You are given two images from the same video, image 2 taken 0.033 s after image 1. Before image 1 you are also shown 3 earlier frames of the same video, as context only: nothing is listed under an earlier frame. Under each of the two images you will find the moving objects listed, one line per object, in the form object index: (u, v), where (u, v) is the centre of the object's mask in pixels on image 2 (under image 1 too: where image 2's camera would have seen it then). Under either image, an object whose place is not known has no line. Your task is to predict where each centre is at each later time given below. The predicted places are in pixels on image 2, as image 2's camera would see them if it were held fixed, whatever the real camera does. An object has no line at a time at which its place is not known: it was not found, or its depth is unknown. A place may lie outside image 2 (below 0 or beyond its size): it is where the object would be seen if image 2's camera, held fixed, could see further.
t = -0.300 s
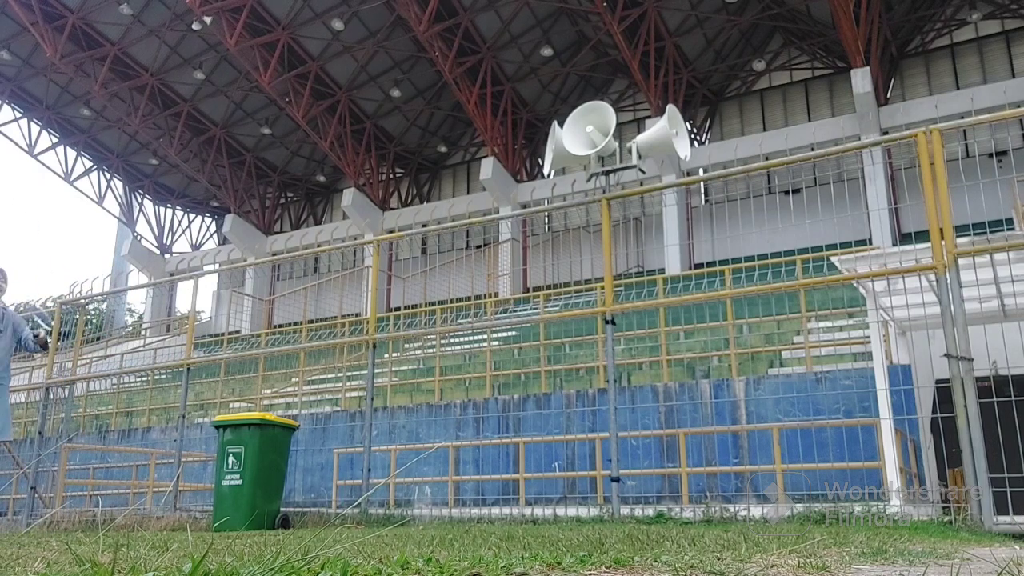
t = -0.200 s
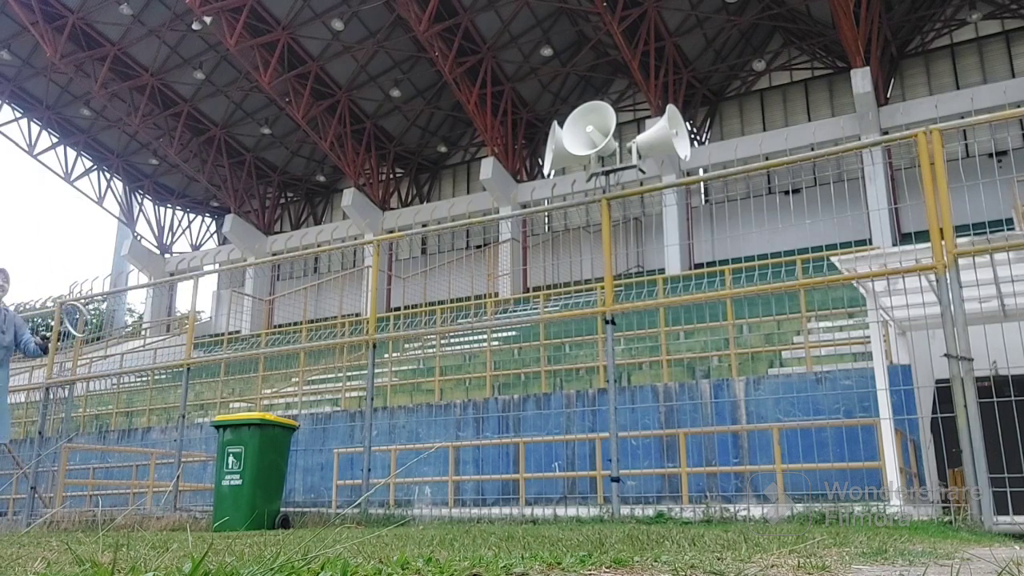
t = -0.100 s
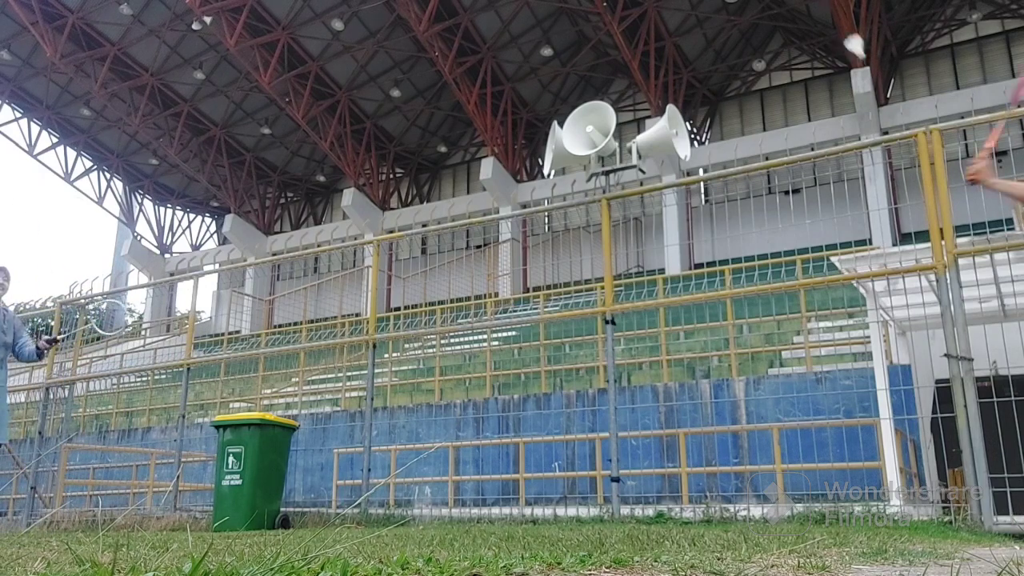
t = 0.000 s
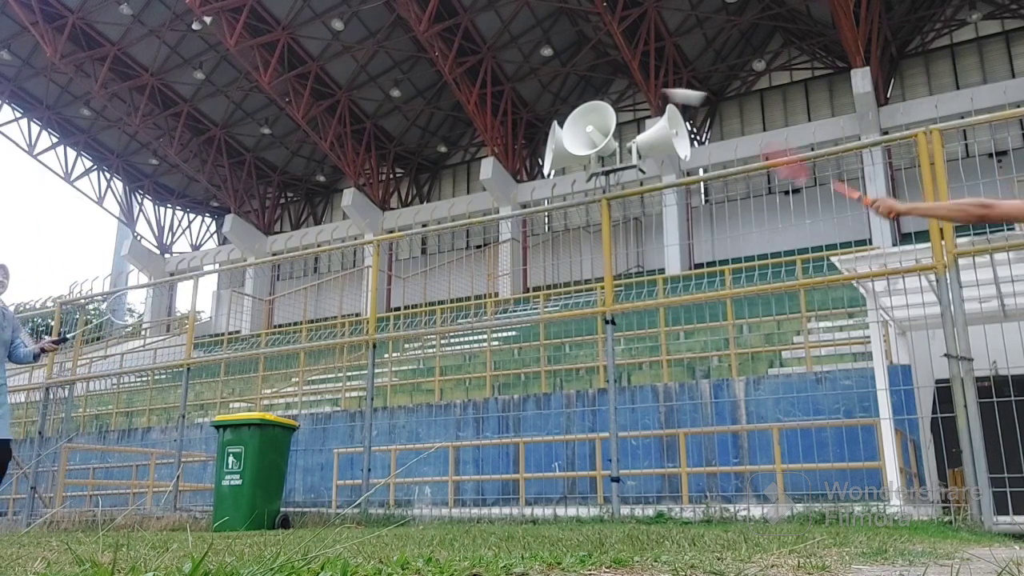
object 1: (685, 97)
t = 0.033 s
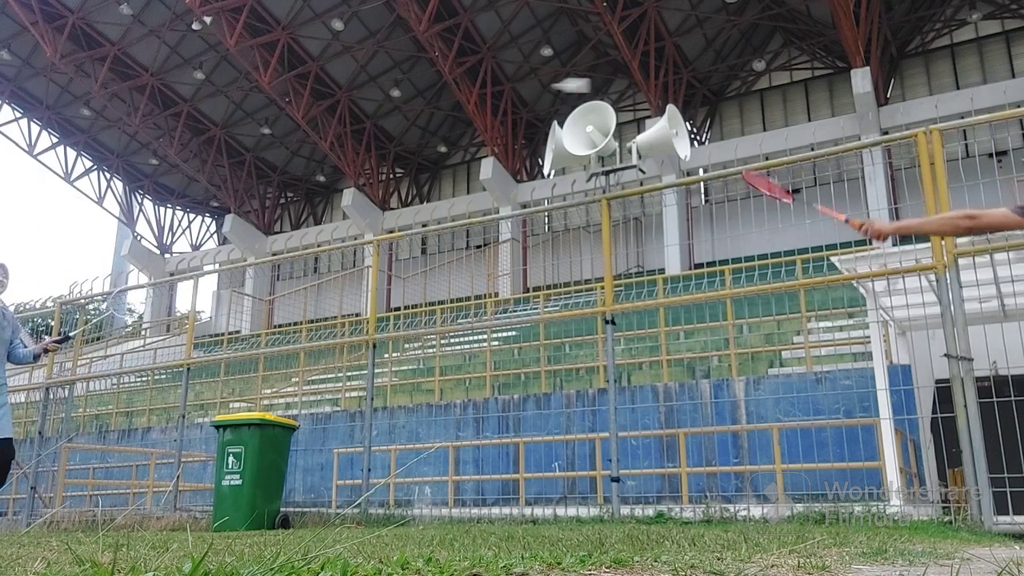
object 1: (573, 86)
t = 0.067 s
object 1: (482, 85)
